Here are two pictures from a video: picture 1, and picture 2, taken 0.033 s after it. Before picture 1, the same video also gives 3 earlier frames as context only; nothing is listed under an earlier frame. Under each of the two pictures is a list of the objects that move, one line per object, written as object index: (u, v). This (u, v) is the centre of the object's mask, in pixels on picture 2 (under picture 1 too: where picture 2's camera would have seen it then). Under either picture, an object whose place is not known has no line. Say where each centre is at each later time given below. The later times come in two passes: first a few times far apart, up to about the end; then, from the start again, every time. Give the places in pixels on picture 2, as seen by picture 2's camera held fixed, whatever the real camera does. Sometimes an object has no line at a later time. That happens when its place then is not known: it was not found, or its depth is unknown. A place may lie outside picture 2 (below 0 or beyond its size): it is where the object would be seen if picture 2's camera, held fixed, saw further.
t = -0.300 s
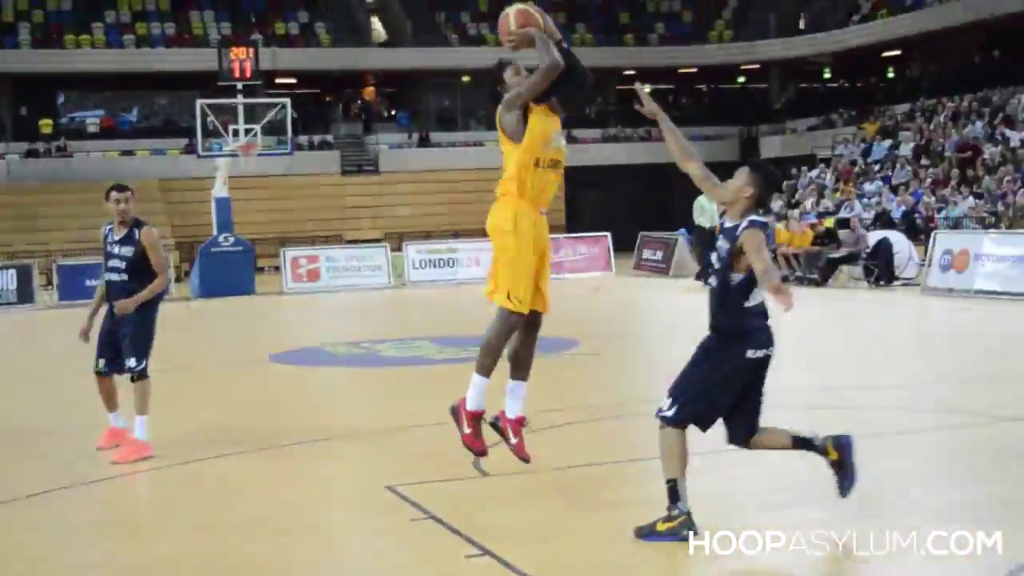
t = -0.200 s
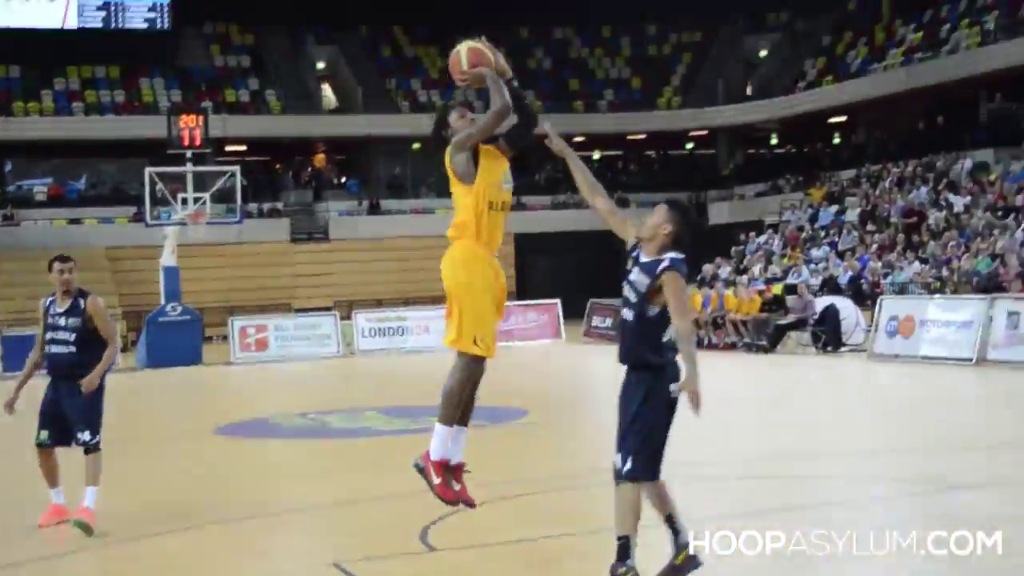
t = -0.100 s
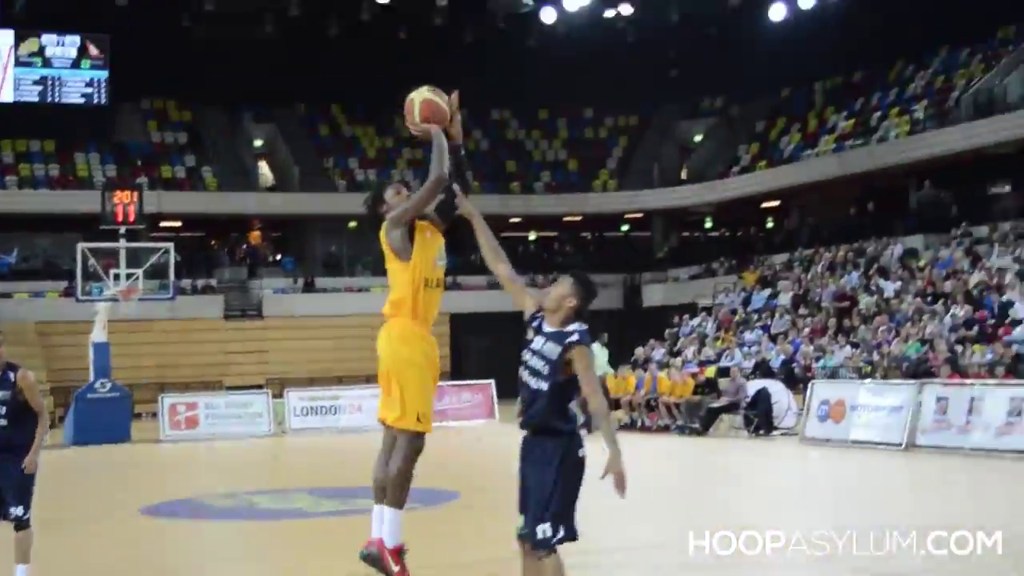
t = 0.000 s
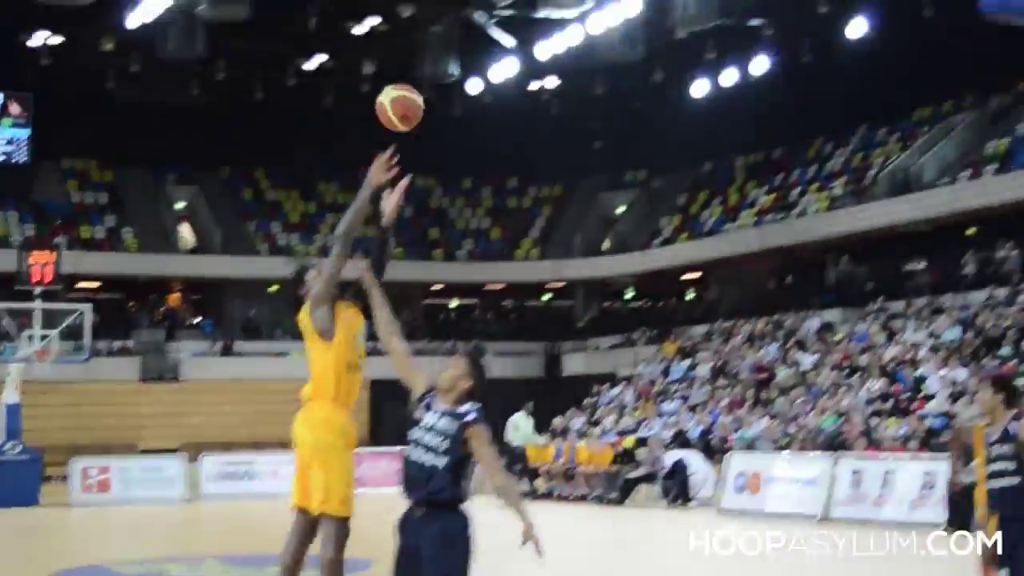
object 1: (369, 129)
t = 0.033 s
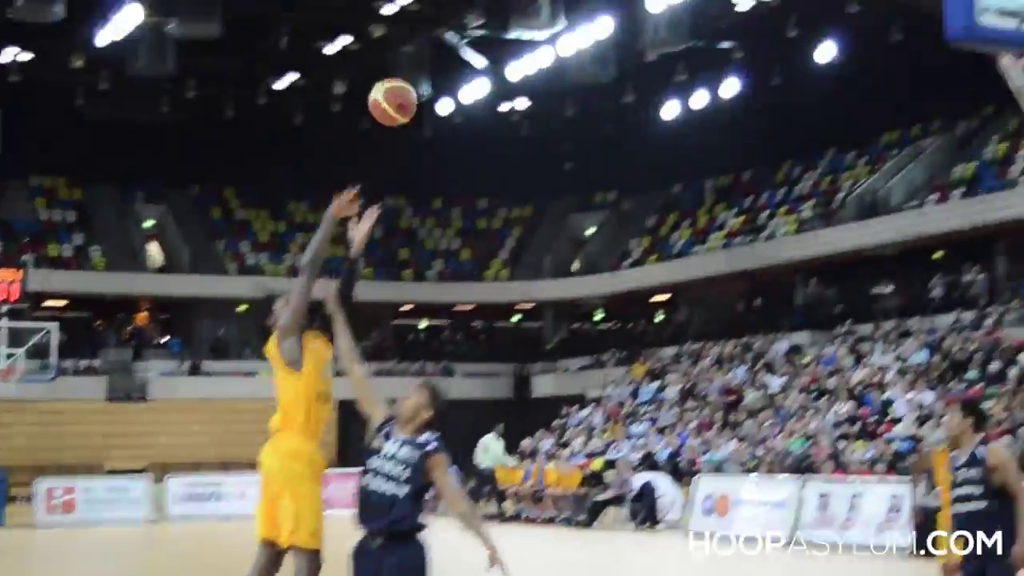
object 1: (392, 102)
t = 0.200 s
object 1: (507, -1)
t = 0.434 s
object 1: (695, -70)
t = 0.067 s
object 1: (414, 78)
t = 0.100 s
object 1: (437, 56)
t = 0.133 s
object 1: (459, 36)
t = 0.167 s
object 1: (482, 16)
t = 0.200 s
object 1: (507, -1)
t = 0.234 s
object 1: (531, -17)
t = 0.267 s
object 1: (557, -31)
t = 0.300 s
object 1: (583, -43)
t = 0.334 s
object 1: (609, -52)
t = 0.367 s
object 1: (637, -59)
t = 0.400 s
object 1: (666, -66)
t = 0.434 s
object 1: (695, -70)
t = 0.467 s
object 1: (724, -73)
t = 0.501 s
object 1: (756, -72)
